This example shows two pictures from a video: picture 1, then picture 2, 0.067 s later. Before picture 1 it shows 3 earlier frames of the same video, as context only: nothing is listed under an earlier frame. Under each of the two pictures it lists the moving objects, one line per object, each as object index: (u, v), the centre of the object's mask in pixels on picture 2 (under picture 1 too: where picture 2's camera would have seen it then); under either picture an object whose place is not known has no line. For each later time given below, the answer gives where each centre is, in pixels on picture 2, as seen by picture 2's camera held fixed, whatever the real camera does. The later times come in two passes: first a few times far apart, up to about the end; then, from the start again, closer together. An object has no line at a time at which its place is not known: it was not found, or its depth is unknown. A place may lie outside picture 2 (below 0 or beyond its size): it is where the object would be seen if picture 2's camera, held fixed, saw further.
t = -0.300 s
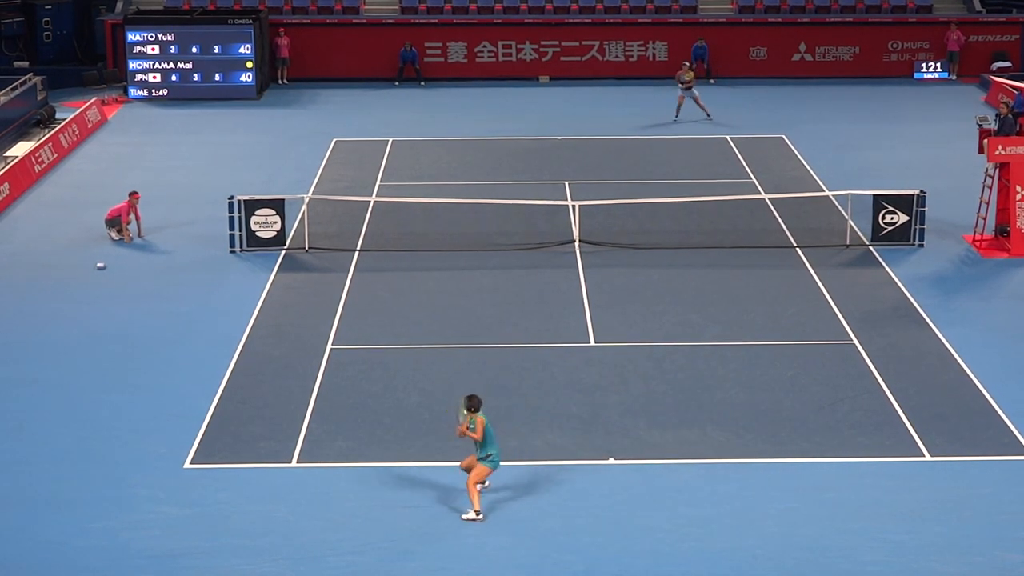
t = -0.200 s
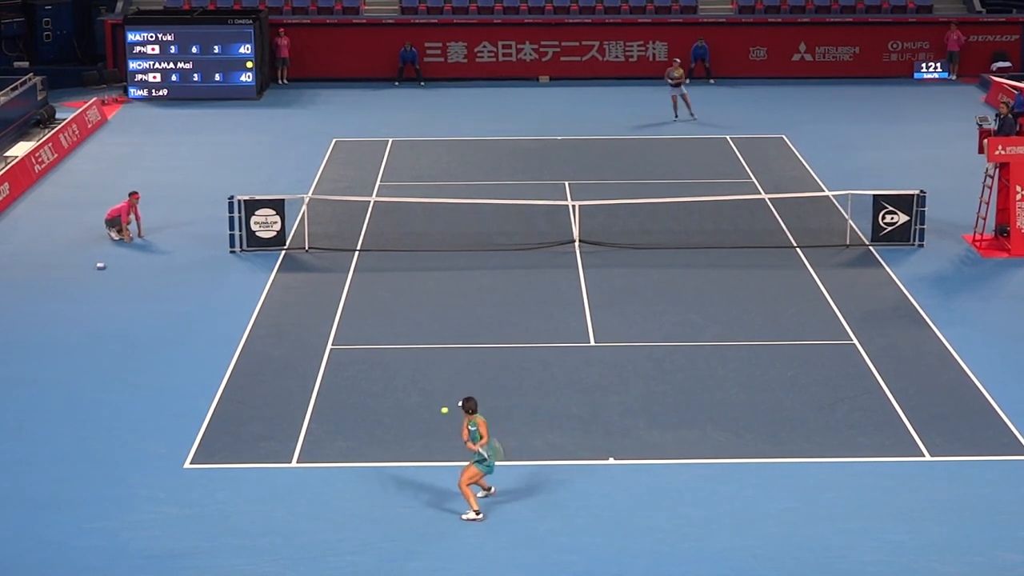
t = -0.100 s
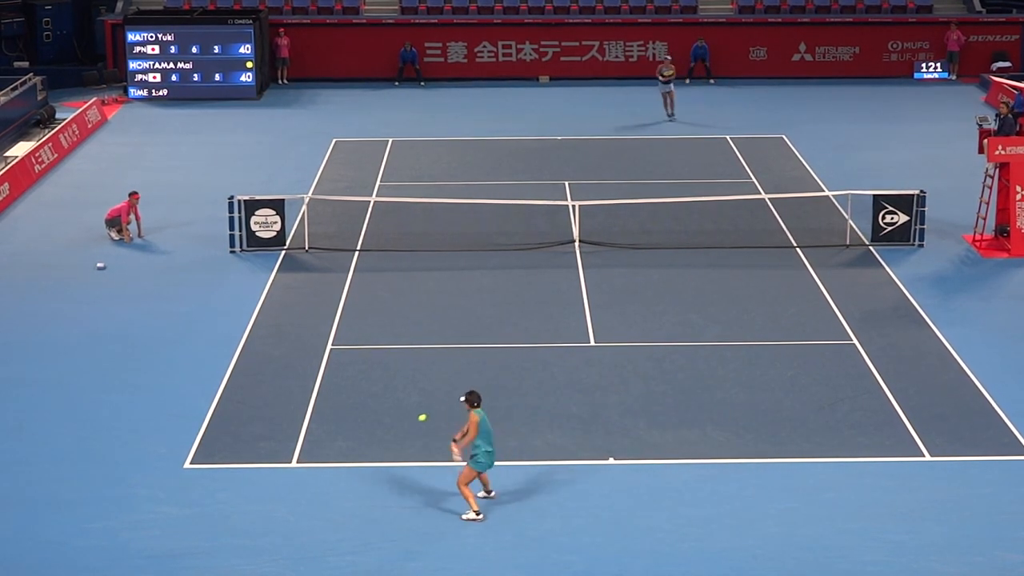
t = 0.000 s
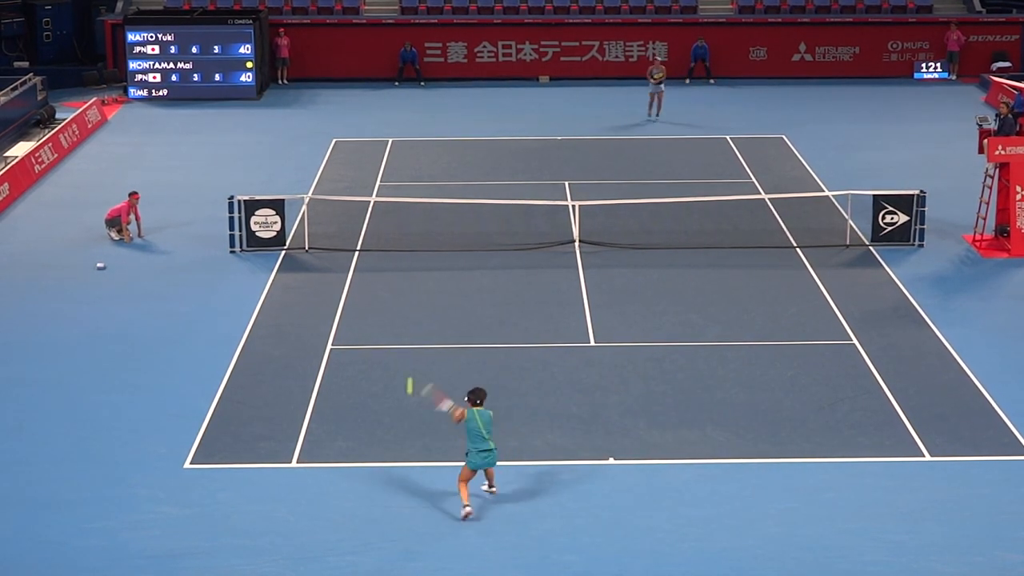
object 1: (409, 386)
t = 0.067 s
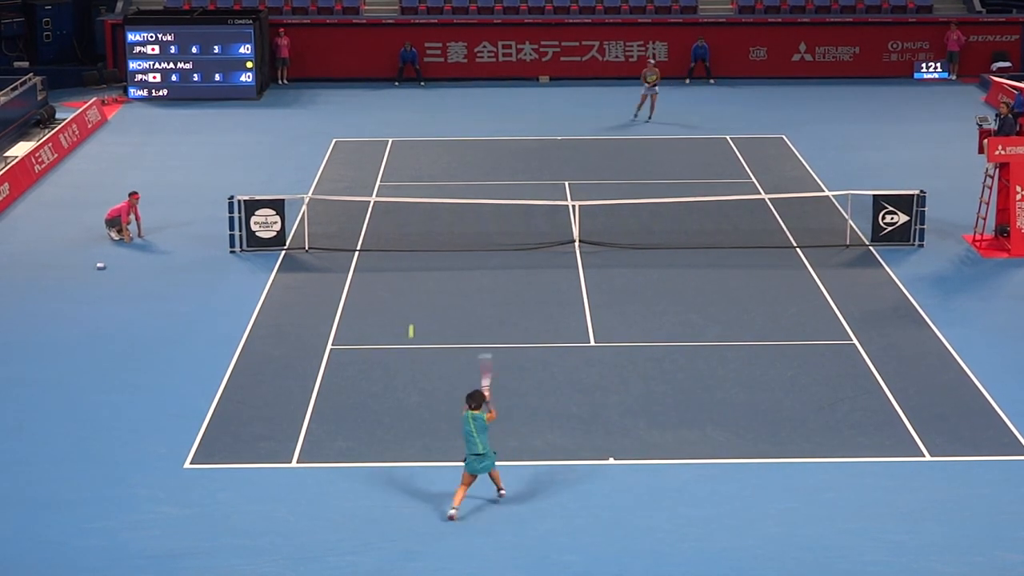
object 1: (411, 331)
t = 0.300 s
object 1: (412, 218)
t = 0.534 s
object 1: (411, 176)
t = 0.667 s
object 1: (409, 172)
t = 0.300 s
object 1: (412, 218)
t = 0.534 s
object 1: (411, 176)
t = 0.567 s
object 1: (411, 174)
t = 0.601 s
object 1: (410, 173)
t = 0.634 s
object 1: (410, 172)
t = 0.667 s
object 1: (409, 172)
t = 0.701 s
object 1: (408, 173)
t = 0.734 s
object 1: (408, 174)
